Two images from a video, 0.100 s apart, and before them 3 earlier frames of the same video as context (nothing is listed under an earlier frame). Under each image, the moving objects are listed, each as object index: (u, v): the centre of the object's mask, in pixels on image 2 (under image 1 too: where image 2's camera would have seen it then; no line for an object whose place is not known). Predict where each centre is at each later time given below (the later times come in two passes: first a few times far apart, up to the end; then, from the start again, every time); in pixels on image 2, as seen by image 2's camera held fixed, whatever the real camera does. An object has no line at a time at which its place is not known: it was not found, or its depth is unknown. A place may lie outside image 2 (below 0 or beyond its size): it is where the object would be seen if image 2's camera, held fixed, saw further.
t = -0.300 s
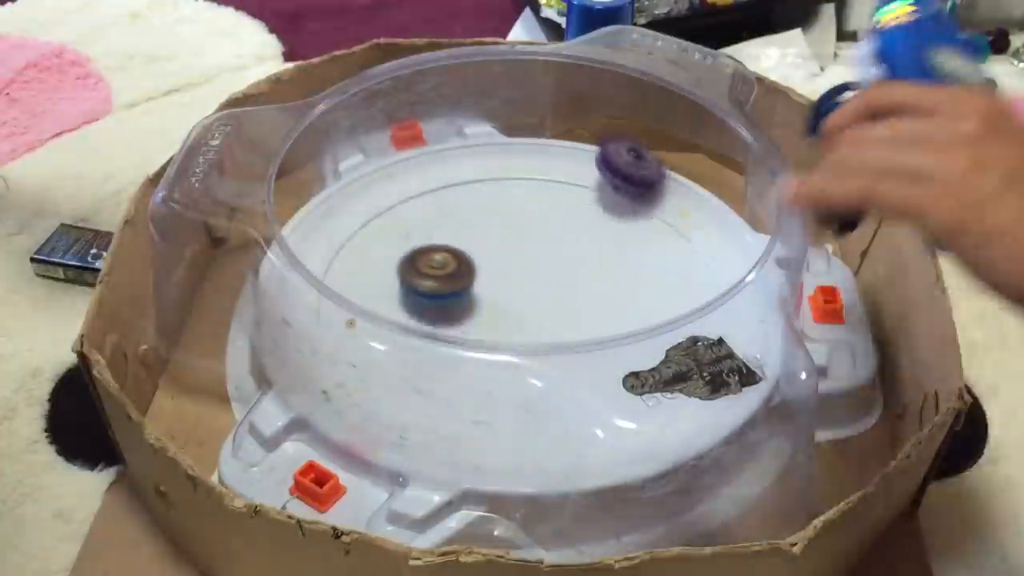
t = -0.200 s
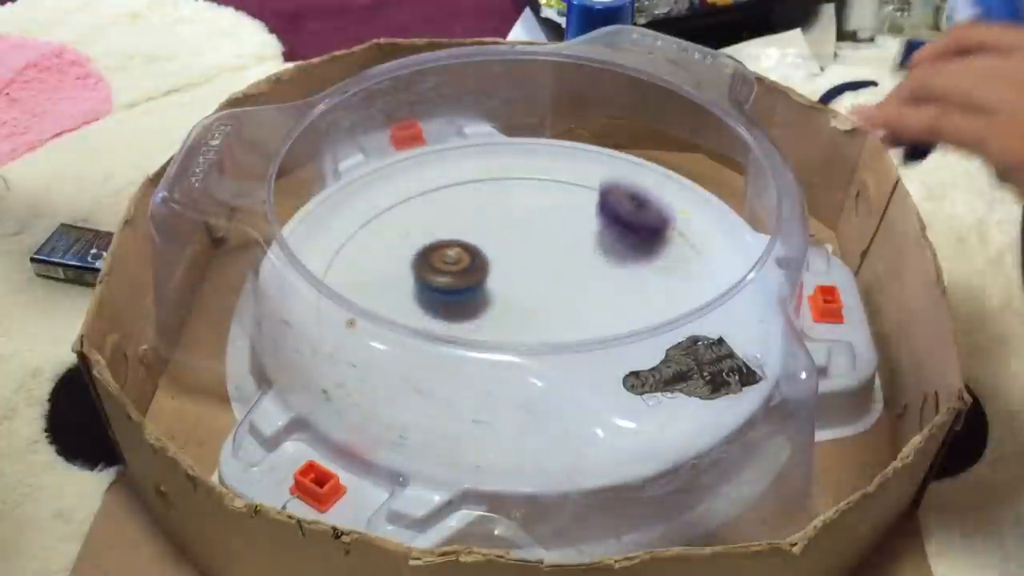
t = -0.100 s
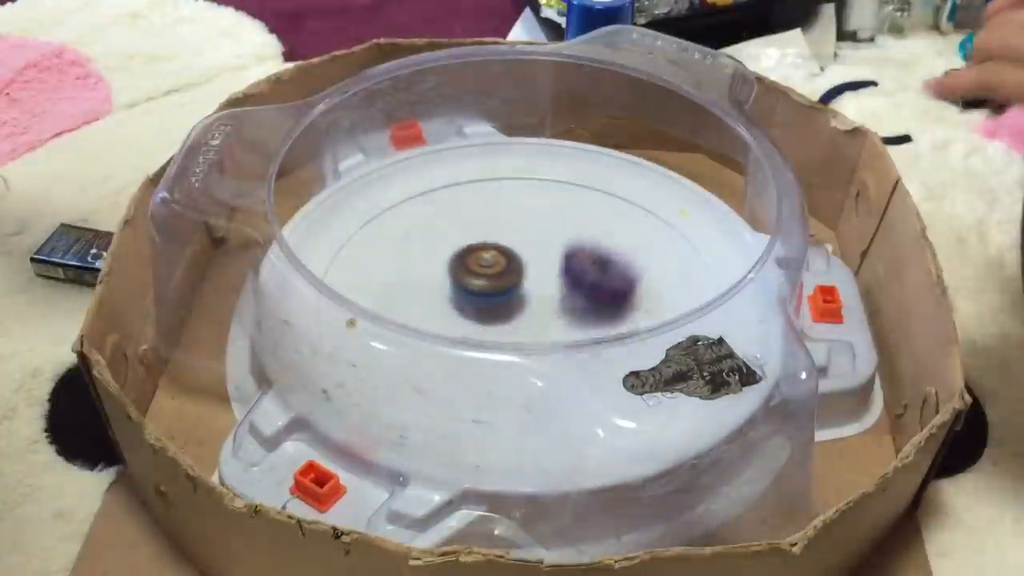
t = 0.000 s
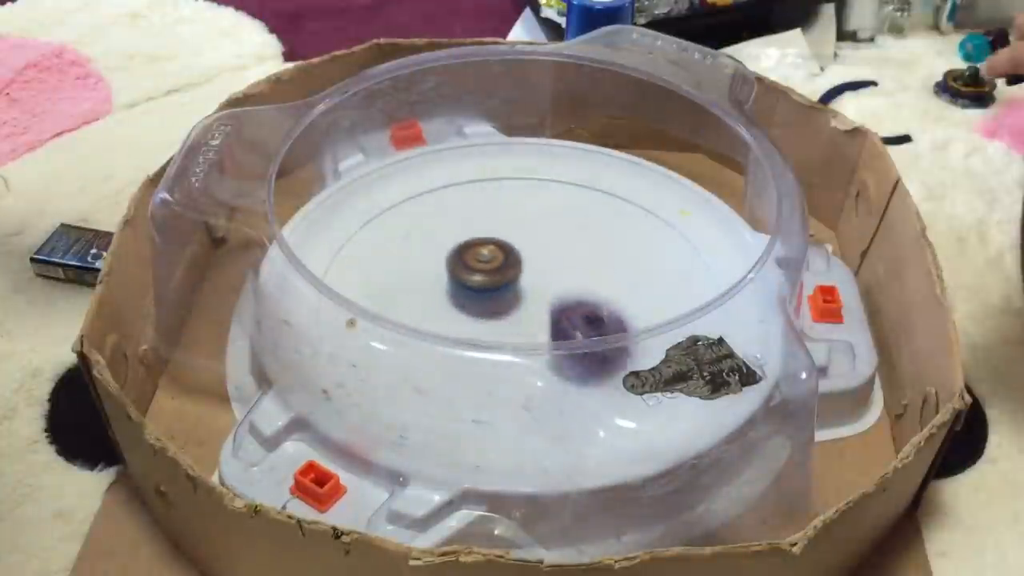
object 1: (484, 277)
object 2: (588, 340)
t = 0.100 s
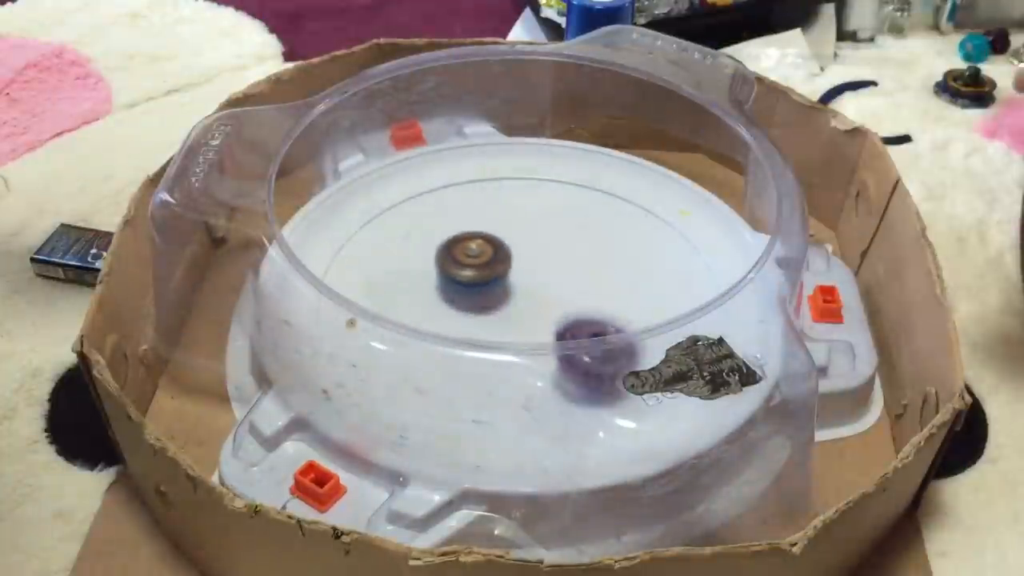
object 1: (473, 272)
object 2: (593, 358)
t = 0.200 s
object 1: (488, 275)
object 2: (586, 315)
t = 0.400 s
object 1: (472, 285)
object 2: (567, 194)
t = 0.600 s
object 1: (500, 290)
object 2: (392, 197)
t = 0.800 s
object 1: (515, 292)
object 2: (467, 359)
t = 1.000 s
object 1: (508, 303)
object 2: (674, 291)
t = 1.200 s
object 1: (491, 304)
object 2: (613, 180)
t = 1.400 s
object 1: (487, 297)
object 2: (434, 227)
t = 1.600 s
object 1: (570, 307)
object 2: (389, 365)
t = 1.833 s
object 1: (562, 330)
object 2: (642, 351)
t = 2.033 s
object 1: (514, 332)
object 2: (635, 233)
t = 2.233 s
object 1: (504, 308)
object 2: (429, 204)
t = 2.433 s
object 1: (544, 299)
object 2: (354, 340)
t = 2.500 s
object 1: (558, 300)
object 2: (412, 384)
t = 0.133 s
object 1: (476, 272)
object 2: (593, 355)
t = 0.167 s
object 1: (481, 273)
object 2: (592, 343)
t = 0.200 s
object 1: (488, 275)
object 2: (586, 315)
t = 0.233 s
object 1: (496, 278)
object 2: (579, 306)
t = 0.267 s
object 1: (496, 280)
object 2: (581, 287)
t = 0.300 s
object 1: (485, 281)
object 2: (592, 261)
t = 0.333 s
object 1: (478, 282)
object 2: (592, 238)
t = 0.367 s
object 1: (473, 284)
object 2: (584, 215)
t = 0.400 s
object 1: (472, 285)
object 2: (567, 194)
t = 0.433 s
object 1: (473, 287)
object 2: (543, 180)
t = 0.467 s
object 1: (477, 288)
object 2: (514, 167)
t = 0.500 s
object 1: (483, 289)
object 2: (483, 161)
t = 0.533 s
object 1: (489, 289)
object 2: (448, 170)
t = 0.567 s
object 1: (495, 290)
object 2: (418, 181)
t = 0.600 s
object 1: (500, 290)
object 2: (392, 197)
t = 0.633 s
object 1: (504, 290)
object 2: (373, 221)
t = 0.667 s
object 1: (507, 291)
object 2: (366, 252)
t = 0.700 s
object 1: (510, 291)
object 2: (374, 279)
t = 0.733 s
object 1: (512, 291)
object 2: (392, 317)
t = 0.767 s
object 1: (513, 293)
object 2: (424, 342)
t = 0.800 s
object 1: (515, 292)
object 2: (467, 359)
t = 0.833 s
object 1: (514, 294)
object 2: (513, 362)
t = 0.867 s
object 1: (515, 298)
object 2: (564, 373)
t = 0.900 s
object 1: (514, 299)
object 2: (599, 356)
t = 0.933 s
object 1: (513, 301)
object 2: (631, 336)
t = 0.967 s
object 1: (511, 302)
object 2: (657, 319)
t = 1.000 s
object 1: (508, 303)
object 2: (674, 291)
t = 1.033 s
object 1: (505, 304)
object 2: (690, 272)
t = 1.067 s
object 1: (503, 305)
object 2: (697, 251)
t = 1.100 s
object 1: (499, 305)
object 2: (692, 225)
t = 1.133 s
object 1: (496, 305)
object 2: (664, 212)
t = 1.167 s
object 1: (494, 305)
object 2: (639, 196)
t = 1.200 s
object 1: (491, 304)
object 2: (613, 180)
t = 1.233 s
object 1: (489, 304)
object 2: (582, 173)
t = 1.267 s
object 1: (487, 303)
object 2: (549, 169)
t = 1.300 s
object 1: (485, 301)
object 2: (516, 172)
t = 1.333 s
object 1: (485, 300)
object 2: (484, 183)
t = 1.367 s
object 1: (486, 299)
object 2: (455, 204)
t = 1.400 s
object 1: (487, 297)
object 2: (434, 227)
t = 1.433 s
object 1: (490, 297)
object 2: (420, 254)
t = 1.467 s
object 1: (508, 300)
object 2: (395, 272)
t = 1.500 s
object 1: (528, 303)
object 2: (379, 285)
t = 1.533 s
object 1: (545, 305)
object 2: (368, 315)
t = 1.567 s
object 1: (558, 306)
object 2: (374, 342)
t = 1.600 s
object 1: (570, 307)
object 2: (389, 365)
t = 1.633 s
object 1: (577, 308)
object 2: (414, 384)
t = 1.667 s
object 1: (581, 309)
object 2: (450, 401)
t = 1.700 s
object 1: (582, 311)
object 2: (494, 412)
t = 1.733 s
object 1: (579, 312)
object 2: (540, 417)
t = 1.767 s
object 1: (574, 314)
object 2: (588, 410)
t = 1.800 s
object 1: (568, 315)
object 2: (623, 398)
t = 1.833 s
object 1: (562, 330)
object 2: (642, 351)
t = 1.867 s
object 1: (554, 332)
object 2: (673, 332)
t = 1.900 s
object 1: (546, 333)
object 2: (688, 314)
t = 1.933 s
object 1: (537, 334)
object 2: (682, 287)
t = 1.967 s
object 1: (529, 334)
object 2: (677, 272)
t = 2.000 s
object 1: (522, 333)
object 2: (659, 252)
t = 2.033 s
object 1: (514, 332)
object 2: (635, 233)
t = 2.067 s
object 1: (508, 330)
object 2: (604, 222)
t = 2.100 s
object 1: (503, 329)
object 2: (573, 211)
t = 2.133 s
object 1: (501, 315)
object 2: (537, 205)
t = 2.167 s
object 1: (500, 312)
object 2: (500, 196)
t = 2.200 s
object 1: (501, 310)
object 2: (465, 198)
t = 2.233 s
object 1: (504, 308)
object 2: (429, 204)
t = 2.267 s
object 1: (509, 306)
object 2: (399, 214)
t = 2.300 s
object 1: (515, 304)
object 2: (373, 235)
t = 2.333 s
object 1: (522, 302)
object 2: (353, 256)
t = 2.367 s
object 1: (529, 300)
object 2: (342, 286)
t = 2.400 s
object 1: (537, 299)
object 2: (344, 315)
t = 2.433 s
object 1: (544, 299)
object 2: (354, 340)
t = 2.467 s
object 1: (552, 299)
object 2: (378, 367)
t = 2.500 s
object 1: (558, 300)
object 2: (412, 384)
